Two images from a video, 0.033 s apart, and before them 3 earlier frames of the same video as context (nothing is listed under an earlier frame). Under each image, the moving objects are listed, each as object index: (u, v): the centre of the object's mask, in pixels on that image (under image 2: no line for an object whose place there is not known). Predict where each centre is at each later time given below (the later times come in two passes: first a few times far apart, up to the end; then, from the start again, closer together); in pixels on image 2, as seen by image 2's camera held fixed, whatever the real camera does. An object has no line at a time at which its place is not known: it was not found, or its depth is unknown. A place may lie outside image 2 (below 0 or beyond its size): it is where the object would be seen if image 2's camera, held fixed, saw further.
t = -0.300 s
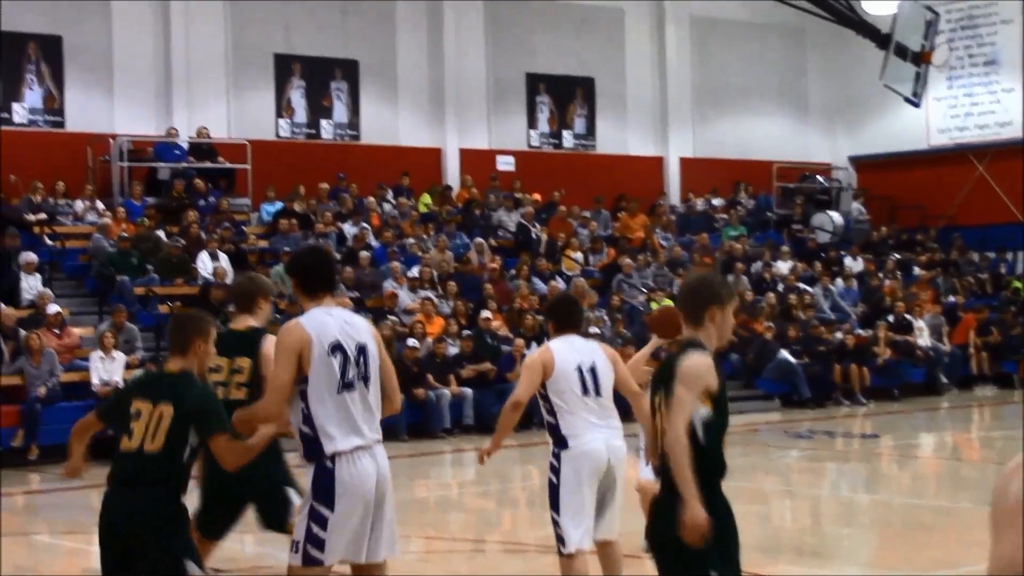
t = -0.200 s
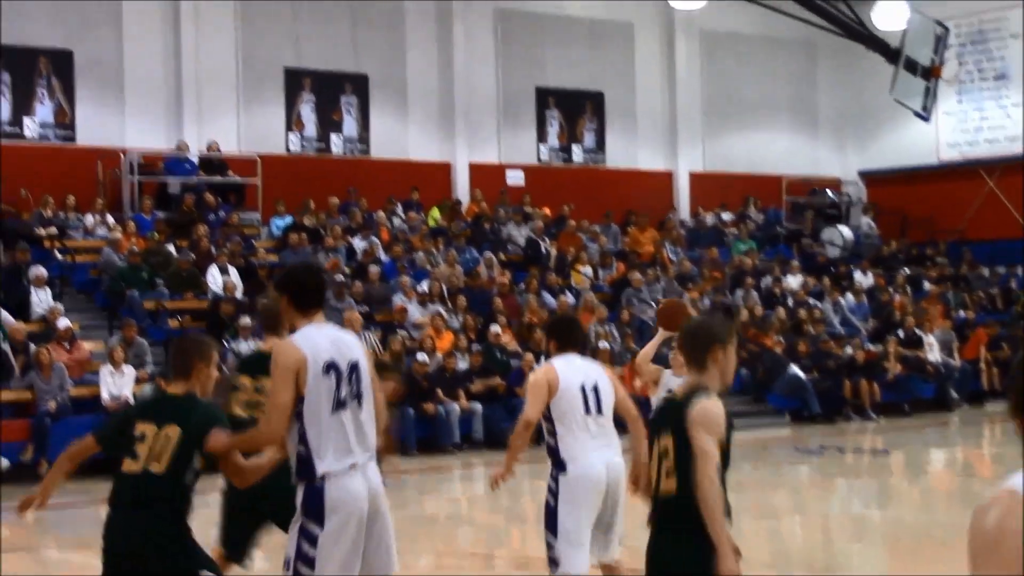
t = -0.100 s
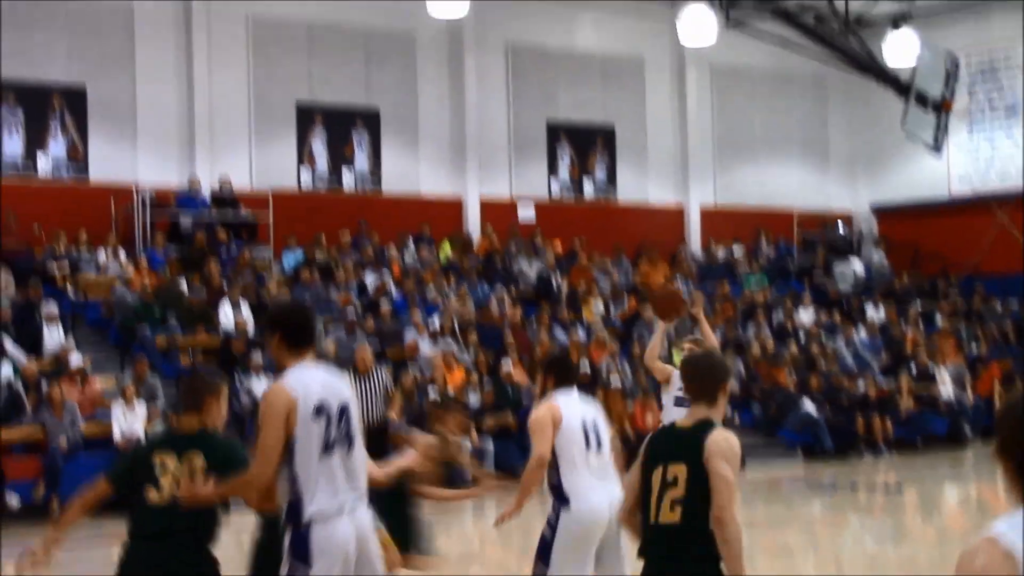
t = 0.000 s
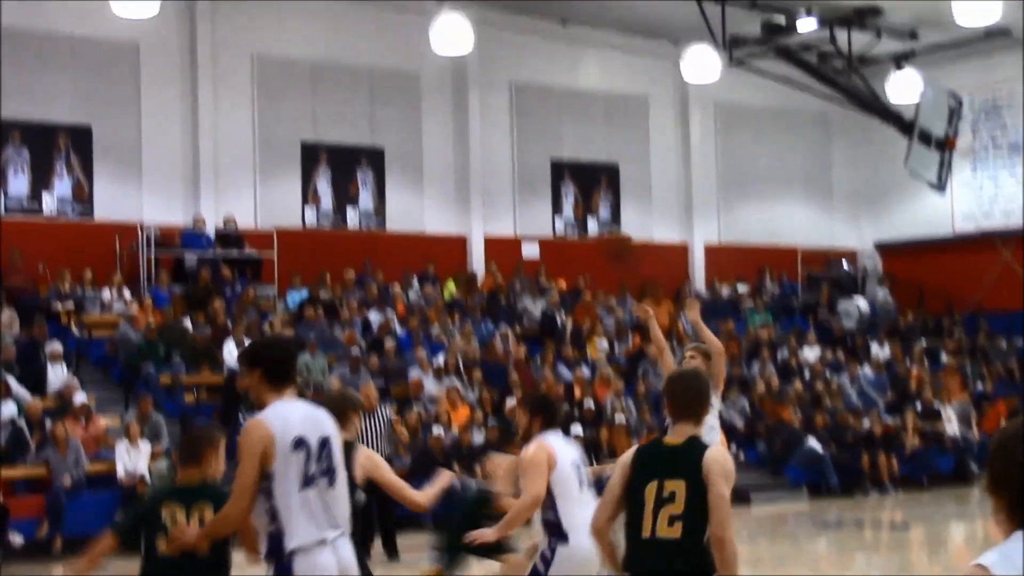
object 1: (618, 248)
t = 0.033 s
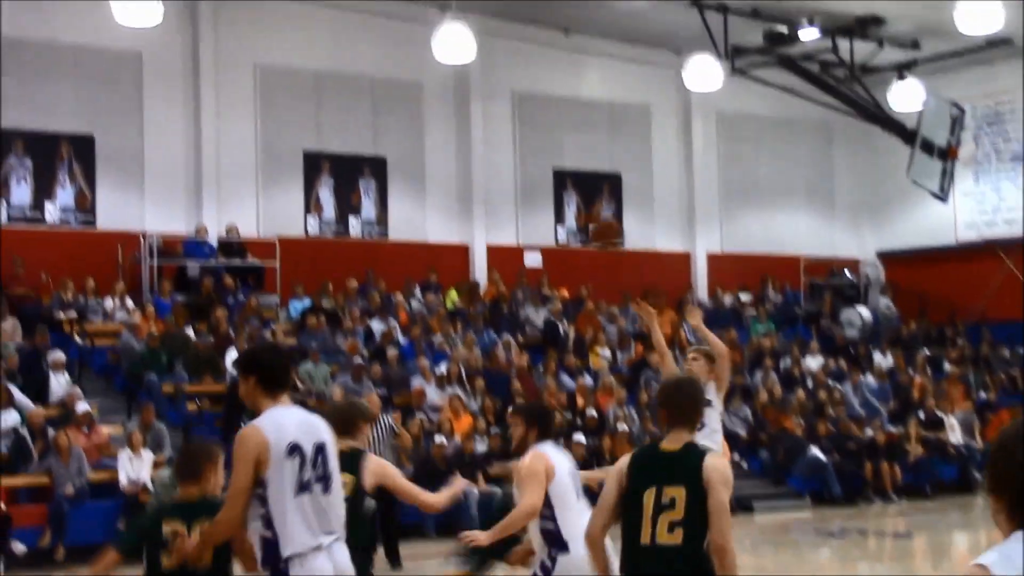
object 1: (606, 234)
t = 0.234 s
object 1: (476, 83)
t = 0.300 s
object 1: (431, 43)
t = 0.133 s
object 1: (540, 152)
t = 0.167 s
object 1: (520, 128)
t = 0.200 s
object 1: (498, 105)
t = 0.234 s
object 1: (476, 83)
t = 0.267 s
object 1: (456, 65)
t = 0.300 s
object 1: (431, 43)
